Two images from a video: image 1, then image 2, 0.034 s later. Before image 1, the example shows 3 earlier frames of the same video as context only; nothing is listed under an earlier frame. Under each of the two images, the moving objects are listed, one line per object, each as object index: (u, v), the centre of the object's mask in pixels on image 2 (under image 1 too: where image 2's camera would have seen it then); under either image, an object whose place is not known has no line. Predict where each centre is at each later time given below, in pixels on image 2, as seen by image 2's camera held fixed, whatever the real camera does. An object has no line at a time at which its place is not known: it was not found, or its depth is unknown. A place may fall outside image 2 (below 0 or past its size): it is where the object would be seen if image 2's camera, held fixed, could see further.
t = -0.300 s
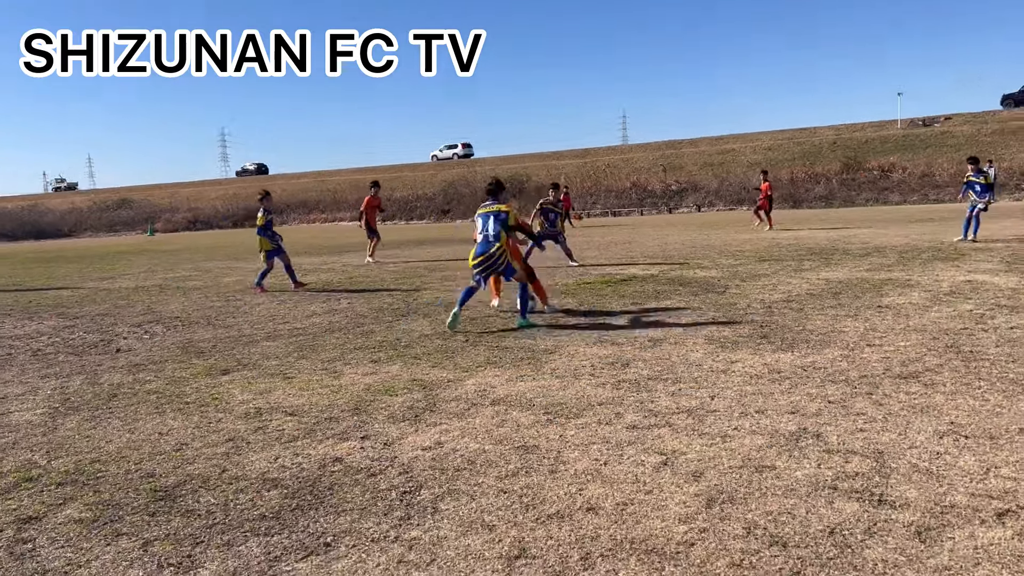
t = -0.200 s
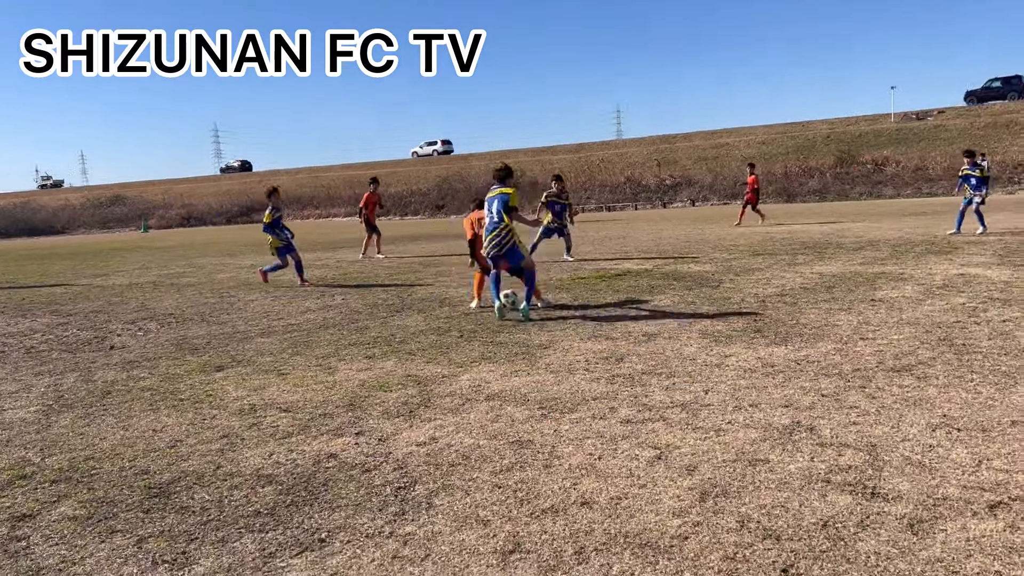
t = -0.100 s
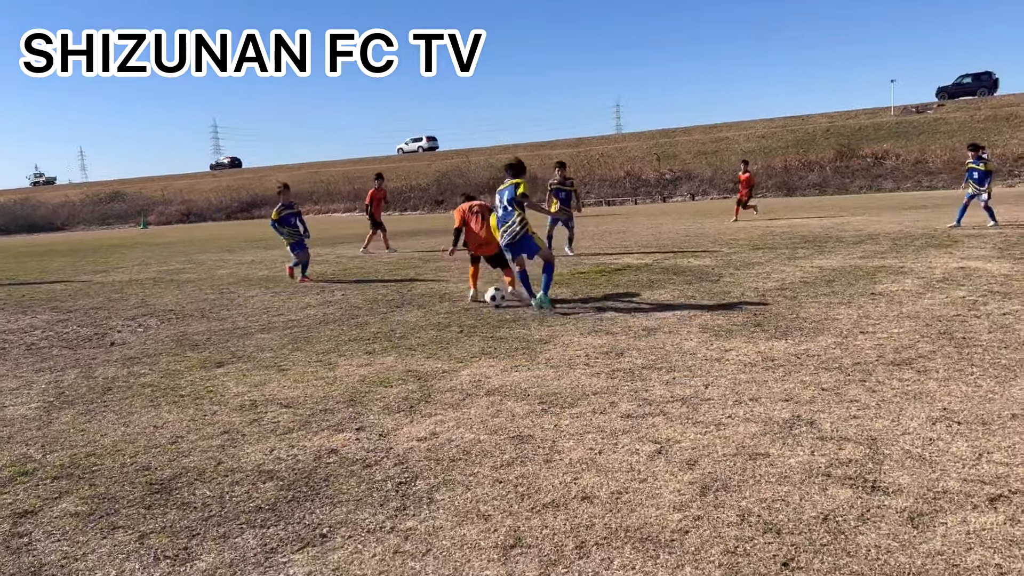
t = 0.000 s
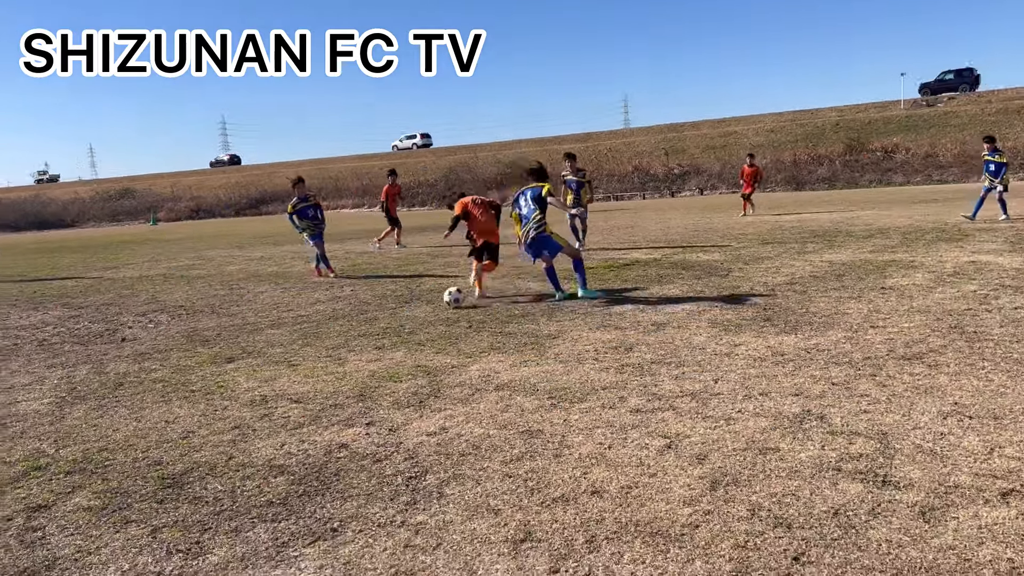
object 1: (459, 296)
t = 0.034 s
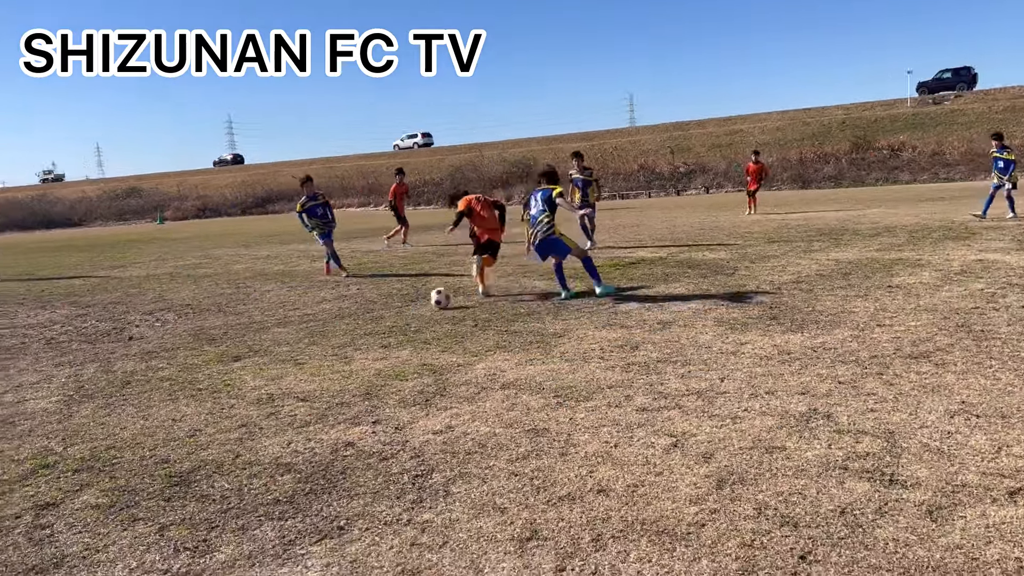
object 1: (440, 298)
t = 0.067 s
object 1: (422, 301)
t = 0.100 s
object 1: (404, 302)
